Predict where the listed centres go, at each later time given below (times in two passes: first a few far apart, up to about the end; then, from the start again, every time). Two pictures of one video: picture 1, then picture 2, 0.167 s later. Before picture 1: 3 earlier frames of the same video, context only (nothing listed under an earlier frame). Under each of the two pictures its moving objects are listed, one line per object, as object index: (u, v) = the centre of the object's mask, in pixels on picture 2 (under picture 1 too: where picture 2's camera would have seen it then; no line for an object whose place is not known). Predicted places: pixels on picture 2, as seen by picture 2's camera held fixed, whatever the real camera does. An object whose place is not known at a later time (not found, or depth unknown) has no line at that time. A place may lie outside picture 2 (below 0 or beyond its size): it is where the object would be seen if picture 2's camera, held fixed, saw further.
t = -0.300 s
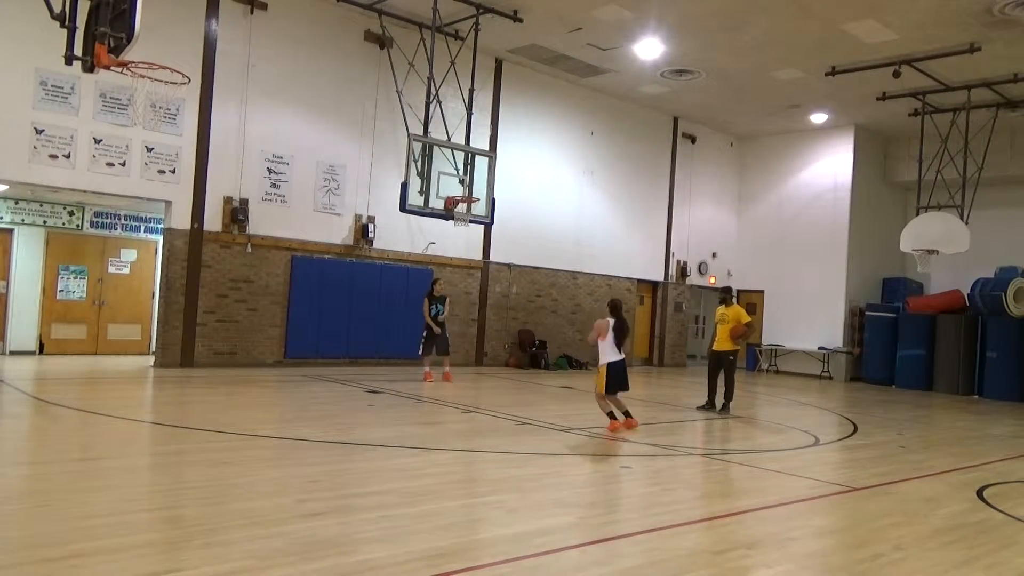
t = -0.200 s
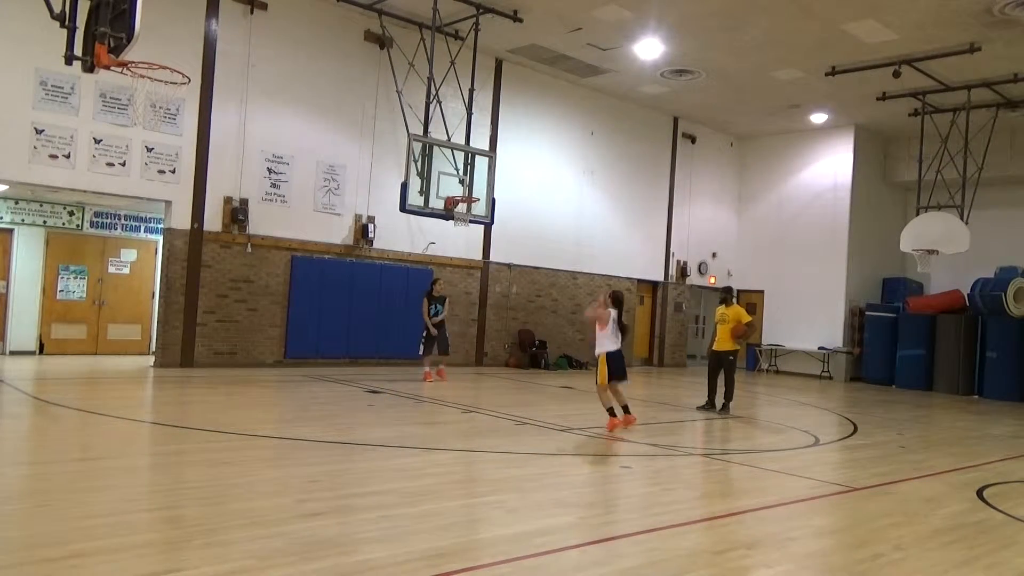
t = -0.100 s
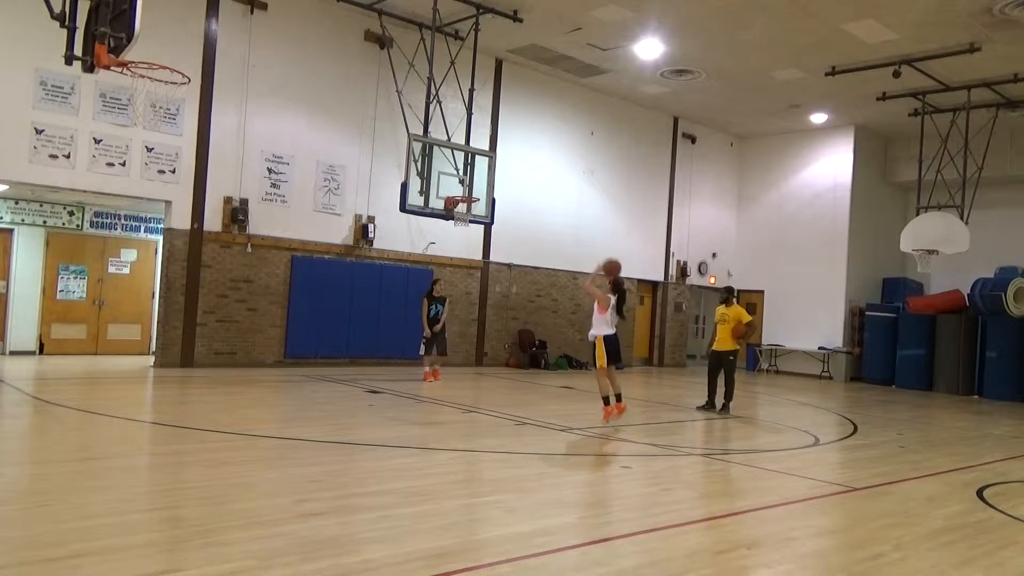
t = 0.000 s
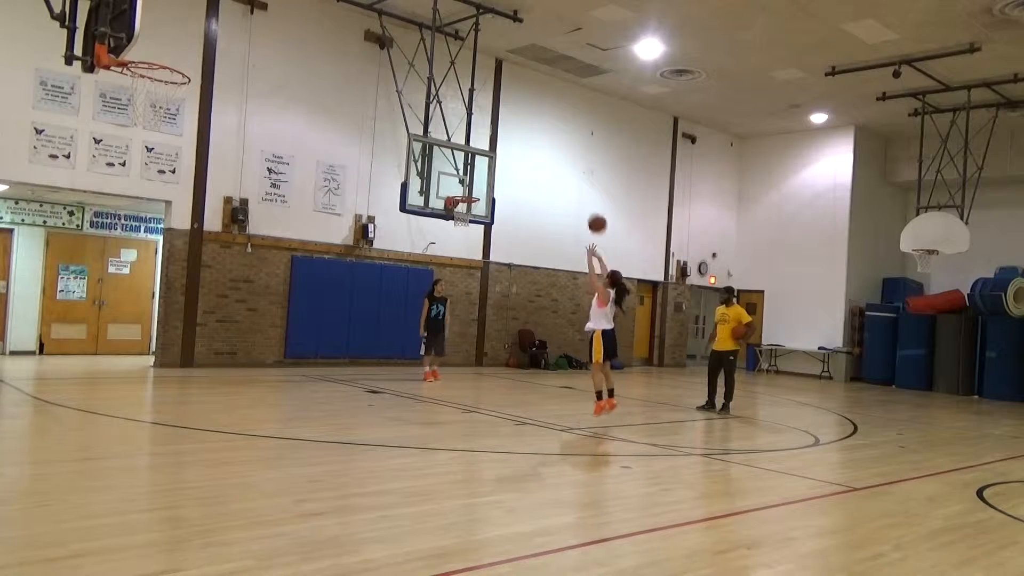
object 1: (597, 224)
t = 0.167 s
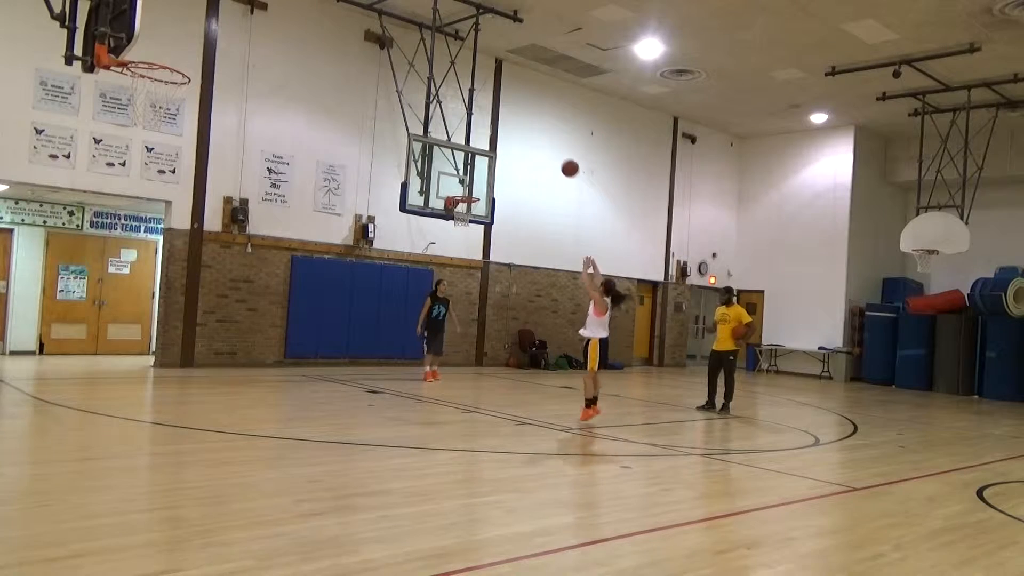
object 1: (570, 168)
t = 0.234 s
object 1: (560, 154)
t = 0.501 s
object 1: (522, 131)
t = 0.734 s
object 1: (491, 151)
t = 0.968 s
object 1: (463, 201)
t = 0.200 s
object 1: (565, 160)
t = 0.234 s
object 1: (560, 154)
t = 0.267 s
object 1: (555, 148)
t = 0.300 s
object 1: (550, 143)
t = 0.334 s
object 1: (545, 139)
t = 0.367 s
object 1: (540, 136)
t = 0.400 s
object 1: (535, 134)
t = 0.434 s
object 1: (531, 132)
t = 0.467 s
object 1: (526, 131)
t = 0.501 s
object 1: (522, 131)
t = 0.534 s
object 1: (517, 132)
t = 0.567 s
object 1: (513, 134)
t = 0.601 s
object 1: (508, 136)
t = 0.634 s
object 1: (504, 139)
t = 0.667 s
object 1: (500, 143)
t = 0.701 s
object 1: (496, 147)
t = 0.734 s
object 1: (491, 151)
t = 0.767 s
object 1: (487, 158)
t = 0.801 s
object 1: (482, 163)
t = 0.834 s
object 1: (479, 169)
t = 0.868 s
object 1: (475, 176)
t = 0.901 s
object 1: (470, 184)
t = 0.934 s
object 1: (466, 191)
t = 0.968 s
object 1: (463, 201)
